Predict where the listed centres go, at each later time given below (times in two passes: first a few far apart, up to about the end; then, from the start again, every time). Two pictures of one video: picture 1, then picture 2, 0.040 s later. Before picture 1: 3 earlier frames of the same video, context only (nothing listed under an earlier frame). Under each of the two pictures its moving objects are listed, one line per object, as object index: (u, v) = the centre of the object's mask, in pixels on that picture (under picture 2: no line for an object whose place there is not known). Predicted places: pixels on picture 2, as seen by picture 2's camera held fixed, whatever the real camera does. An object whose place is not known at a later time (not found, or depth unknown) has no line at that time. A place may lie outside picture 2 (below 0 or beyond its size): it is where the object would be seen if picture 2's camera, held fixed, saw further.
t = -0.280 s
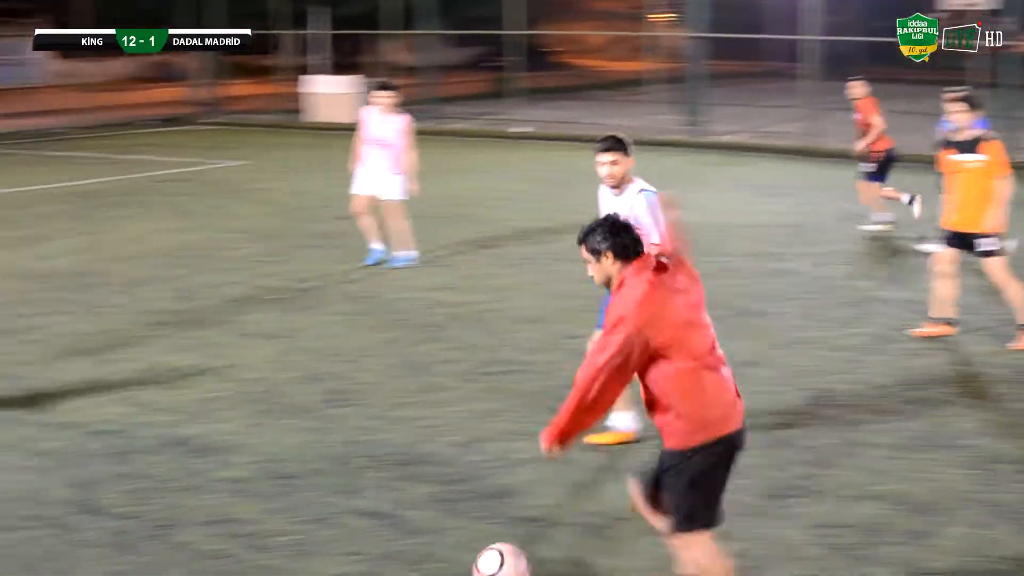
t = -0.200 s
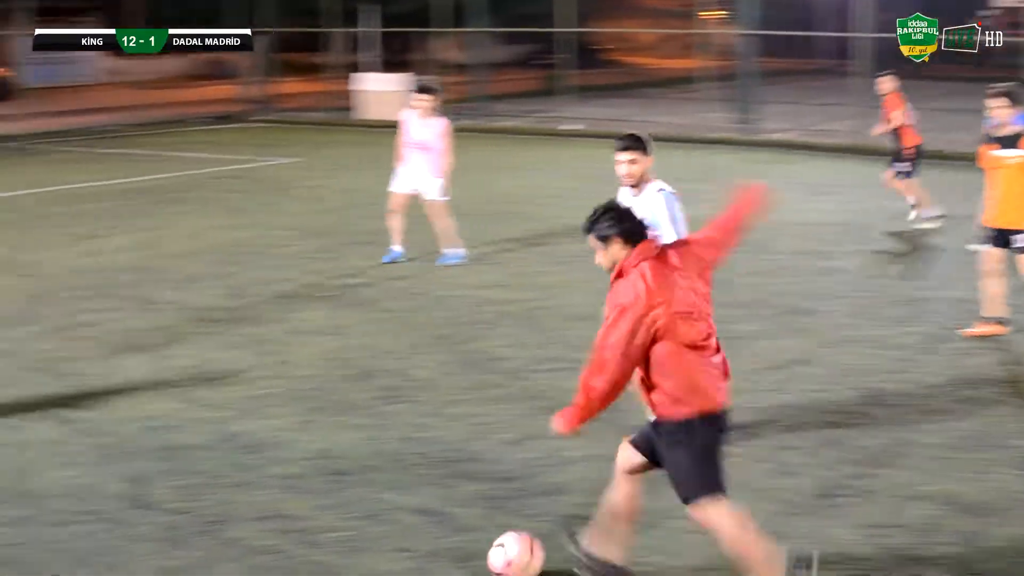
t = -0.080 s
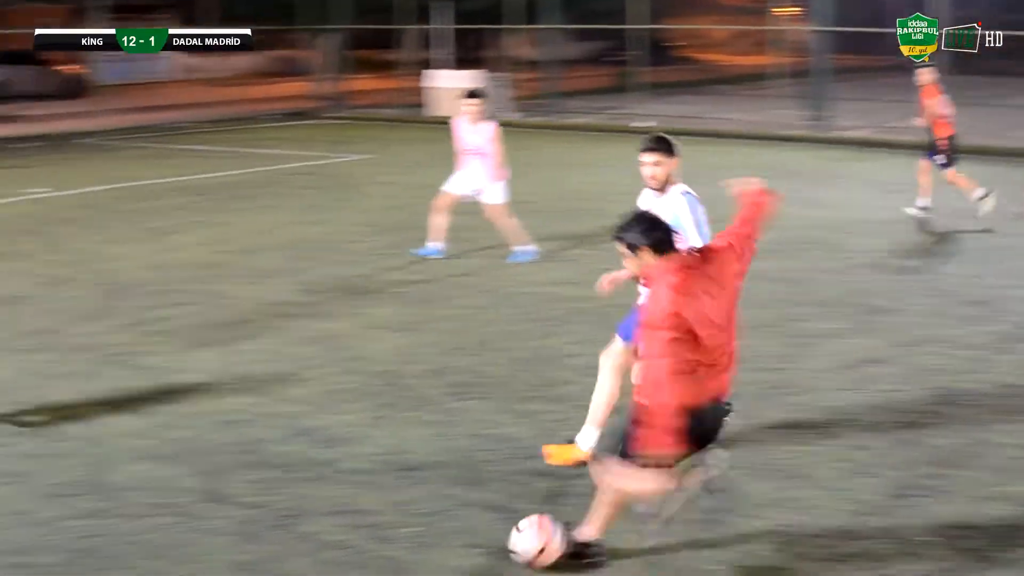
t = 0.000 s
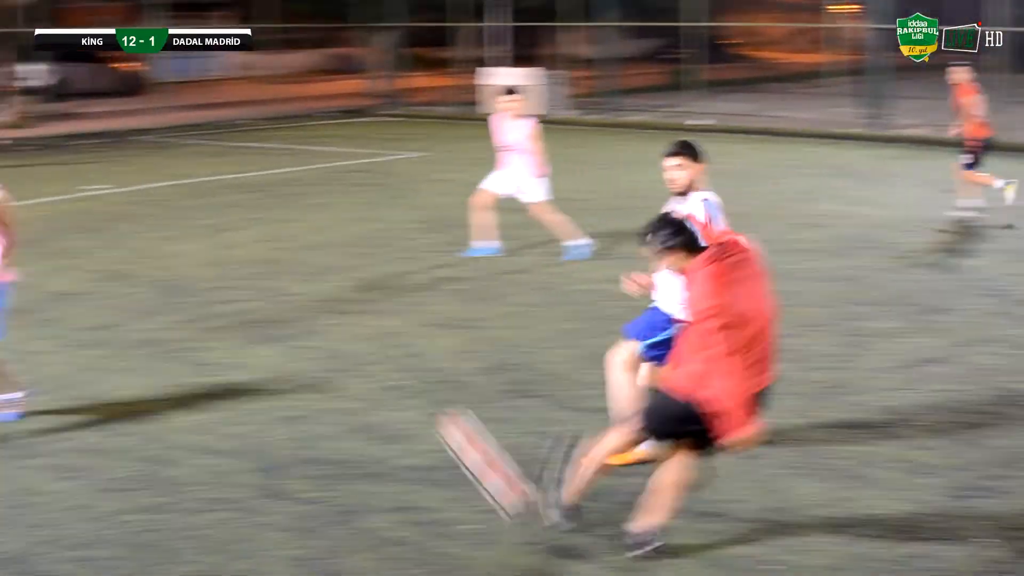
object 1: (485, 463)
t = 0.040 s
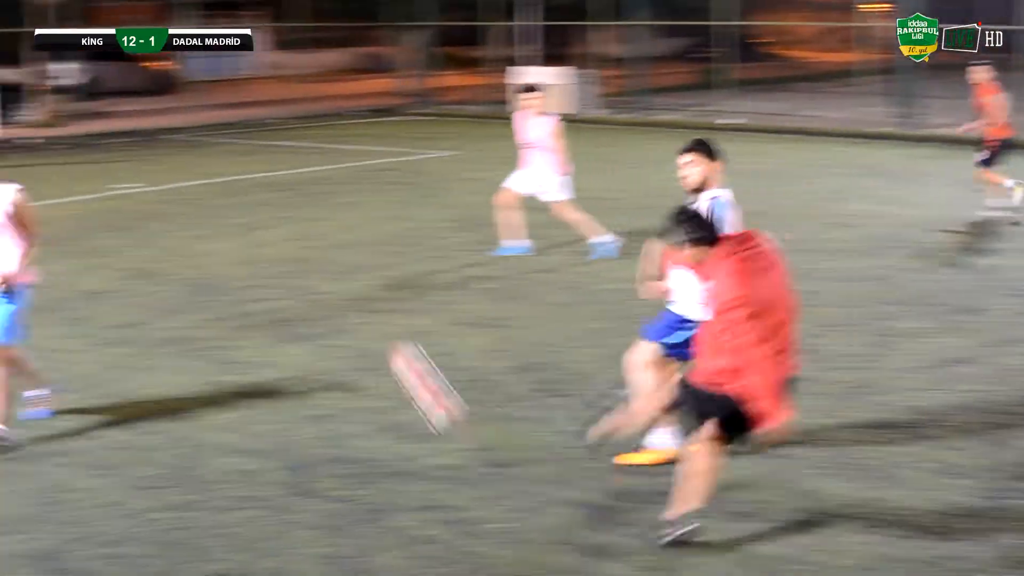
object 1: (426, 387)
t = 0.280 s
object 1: (151, 166)
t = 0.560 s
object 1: (44, 97)
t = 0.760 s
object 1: (3, 89)
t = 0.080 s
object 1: (356, 327)
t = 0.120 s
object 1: (299, 280)
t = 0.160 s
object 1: (252, 244)
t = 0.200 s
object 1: (212, 212)
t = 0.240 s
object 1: (180, 187)
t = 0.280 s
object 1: (151, 166)
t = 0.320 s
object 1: (128, 149)
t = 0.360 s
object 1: (109, 135)
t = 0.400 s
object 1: (93, 124)
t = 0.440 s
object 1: (78, 115)
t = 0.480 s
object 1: (65, 108)
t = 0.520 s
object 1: (55, 102)
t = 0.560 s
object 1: (44, 97)
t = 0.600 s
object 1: (35, 95)
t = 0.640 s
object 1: (26, 92)
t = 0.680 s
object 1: (18, 90)
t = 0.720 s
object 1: (10, 89)
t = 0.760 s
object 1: (3, 89)
